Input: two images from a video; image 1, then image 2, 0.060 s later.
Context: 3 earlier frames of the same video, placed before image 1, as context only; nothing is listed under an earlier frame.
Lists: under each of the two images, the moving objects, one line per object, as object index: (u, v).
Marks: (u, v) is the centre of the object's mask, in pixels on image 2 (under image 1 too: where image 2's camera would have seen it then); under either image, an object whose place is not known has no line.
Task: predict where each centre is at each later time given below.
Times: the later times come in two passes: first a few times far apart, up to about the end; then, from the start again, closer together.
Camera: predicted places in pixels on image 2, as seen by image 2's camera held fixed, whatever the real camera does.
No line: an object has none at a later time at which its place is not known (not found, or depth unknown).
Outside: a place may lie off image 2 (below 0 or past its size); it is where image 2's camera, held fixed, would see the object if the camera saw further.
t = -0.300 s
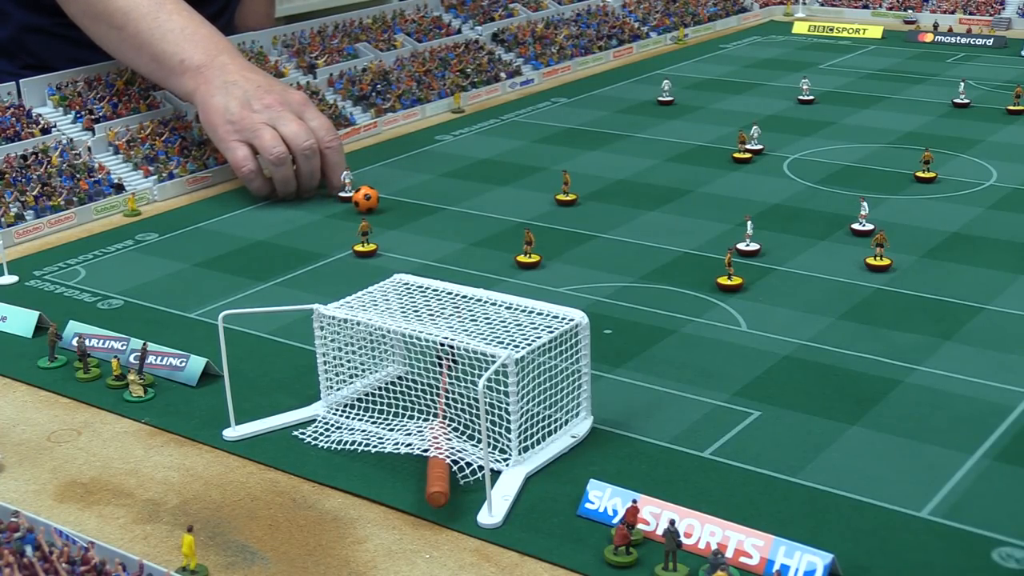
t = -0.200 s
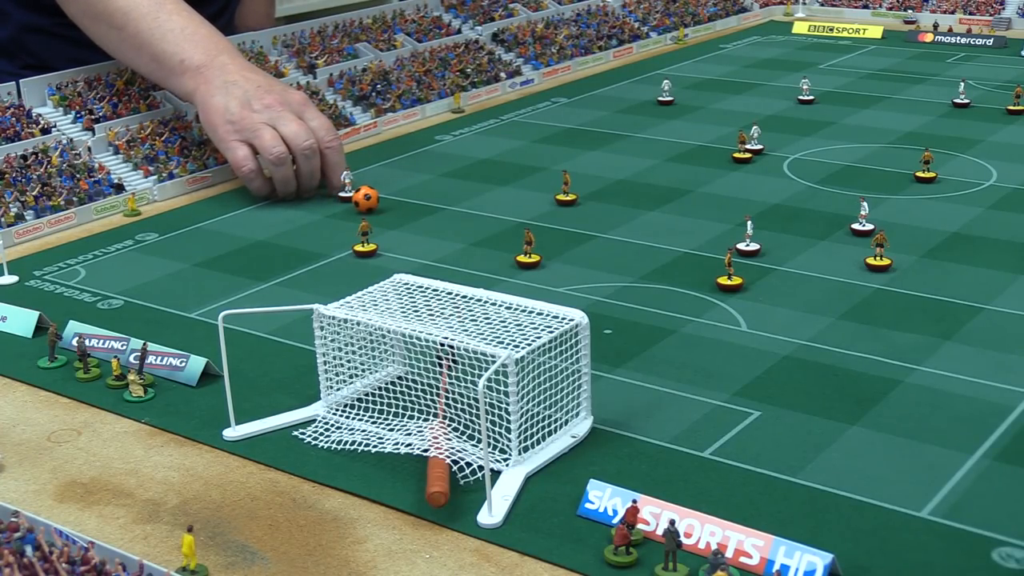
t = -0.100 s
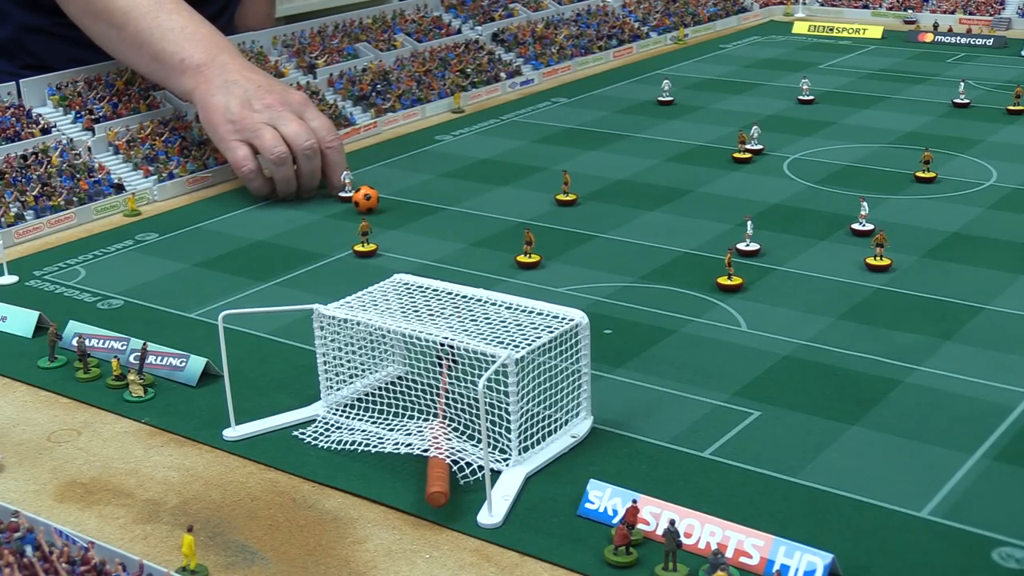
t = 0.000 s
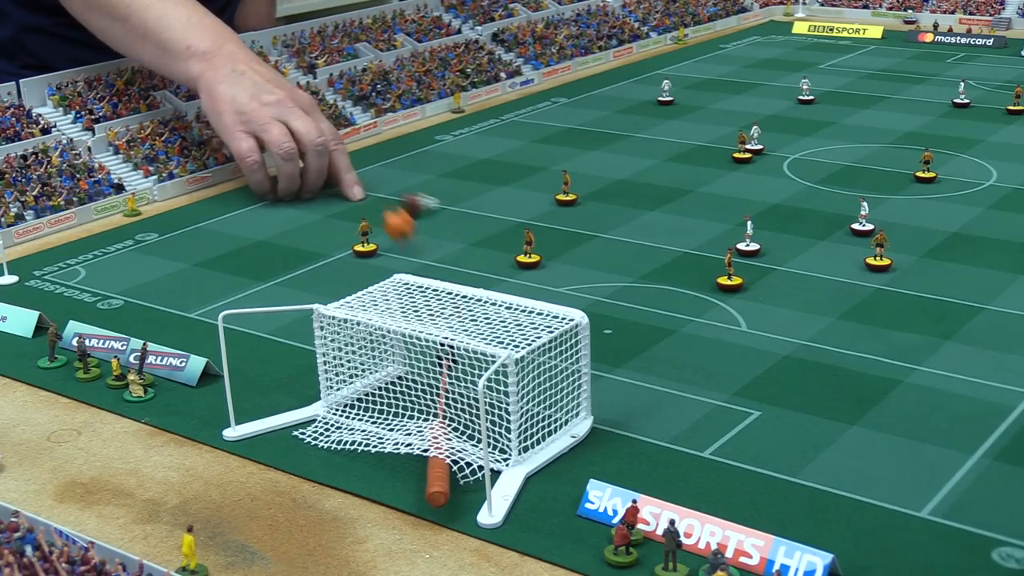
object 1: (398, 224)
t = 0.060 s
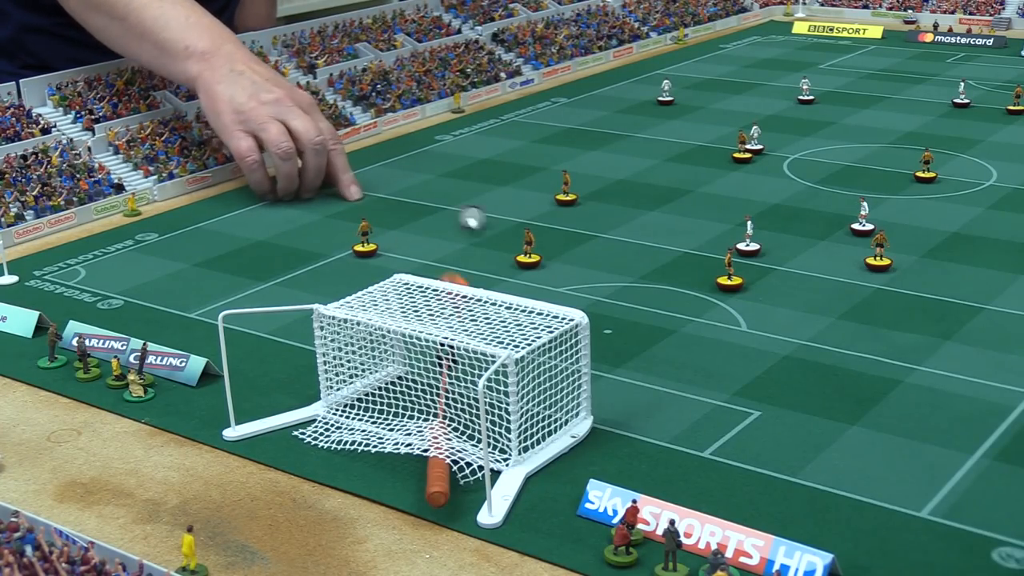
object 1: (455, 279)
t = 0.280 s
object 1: (460, 387)
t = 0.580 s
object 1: (532, 390)
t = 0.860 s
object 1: (606, 388)
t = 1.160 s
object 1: (672, 384)
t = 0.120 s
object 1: (529, 371)
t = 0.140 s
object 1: (551, 401)
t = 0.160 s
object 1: (533, 386)
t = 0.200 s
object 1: (475, 368)
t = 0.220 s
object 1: (469, 386)
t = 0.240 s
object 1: (464, 409)
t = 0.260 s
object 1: (463, 399)
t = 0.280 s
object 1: (460, 387)
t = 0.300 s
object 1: (458, 384)
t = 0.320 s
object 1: (454, 385)
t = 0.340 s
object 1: (455, 388)
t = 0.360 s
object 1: (460, 393)
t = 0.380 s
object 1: (465, 394)
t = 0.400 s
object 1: (471, 394)
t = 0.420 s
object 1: (478, 394)
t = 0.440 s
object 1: (486, 394)
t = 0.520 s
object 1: (507, 393)
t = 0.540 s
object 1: (517, 392)
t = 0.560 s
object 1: (524, 391)
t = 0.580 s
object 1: (532, 390)
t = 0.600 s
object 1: (534, 391)
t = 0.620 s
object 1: (540, 391)
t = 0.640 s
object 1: (545, 391)
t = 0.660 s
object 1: (551, 391)
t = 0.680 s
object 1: (556, 391)
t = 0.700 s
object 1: (561, 390)
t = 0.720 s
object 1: (565, 389)
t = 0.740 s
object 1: (569, 389)
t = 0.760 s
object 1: (577, 386)
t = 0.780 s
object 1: (582, 387)
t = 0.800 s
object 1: (592, 388)
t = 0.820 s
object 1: (601, 388)
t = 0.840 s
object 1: (603, 388)
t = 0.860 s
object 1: (606, 388)
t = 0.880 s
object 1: (609, 387)
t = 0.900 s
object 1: (614, 387)
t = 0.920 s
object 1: (618, 386)
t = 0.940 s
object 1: (624, 386)
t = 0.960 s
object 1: (628, 386)
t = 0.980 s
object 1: (633, 386)
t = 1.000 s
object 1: (638, 386)
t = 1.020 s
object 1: (642, 385)
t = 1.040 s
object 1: (647, 385)
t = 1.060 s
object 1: (651, 385)
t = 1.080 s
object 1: (656, 385)
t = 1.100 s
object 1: (660, 385)
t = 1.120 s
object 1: (664, 384)
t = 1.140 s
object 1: (668, 384)
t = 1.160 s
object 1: (672, 384)
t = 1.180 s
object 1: (676, 384)
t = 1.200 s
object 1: (680, 384)
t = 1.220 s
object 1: (684, 384)
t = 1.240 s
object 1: (688, 384)
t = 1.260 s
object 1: (692, 384)
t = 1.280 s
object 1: (696, 384)
